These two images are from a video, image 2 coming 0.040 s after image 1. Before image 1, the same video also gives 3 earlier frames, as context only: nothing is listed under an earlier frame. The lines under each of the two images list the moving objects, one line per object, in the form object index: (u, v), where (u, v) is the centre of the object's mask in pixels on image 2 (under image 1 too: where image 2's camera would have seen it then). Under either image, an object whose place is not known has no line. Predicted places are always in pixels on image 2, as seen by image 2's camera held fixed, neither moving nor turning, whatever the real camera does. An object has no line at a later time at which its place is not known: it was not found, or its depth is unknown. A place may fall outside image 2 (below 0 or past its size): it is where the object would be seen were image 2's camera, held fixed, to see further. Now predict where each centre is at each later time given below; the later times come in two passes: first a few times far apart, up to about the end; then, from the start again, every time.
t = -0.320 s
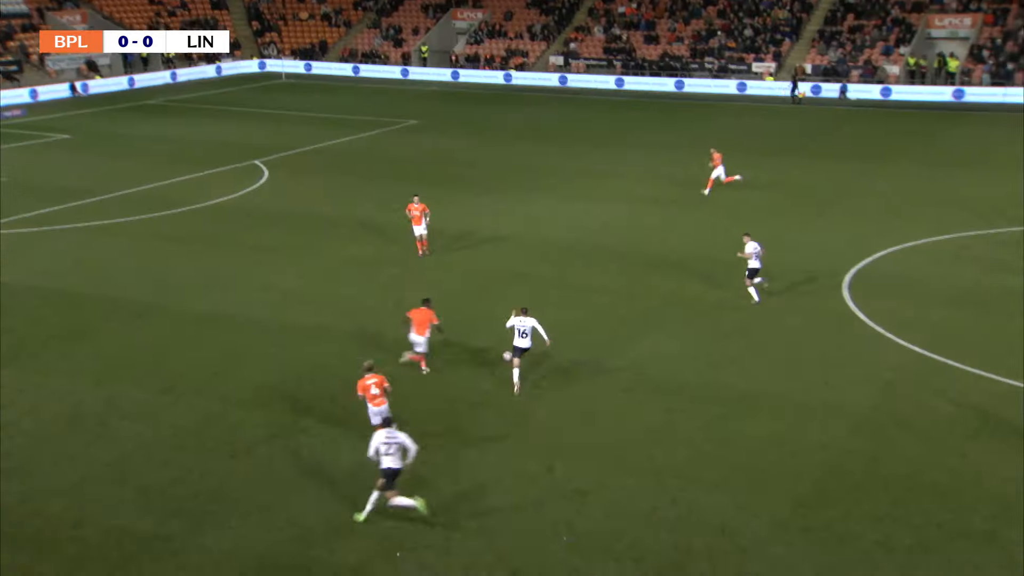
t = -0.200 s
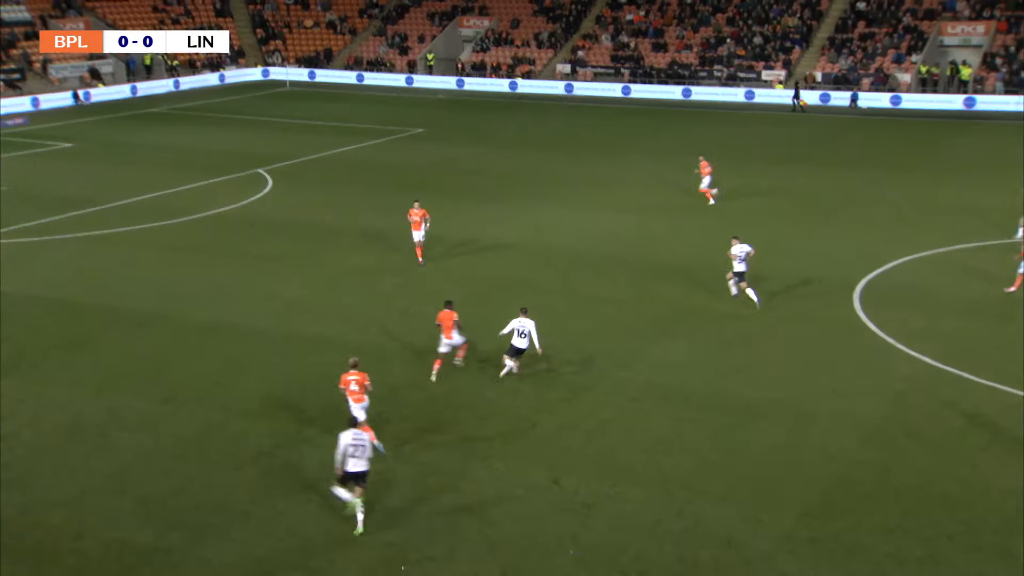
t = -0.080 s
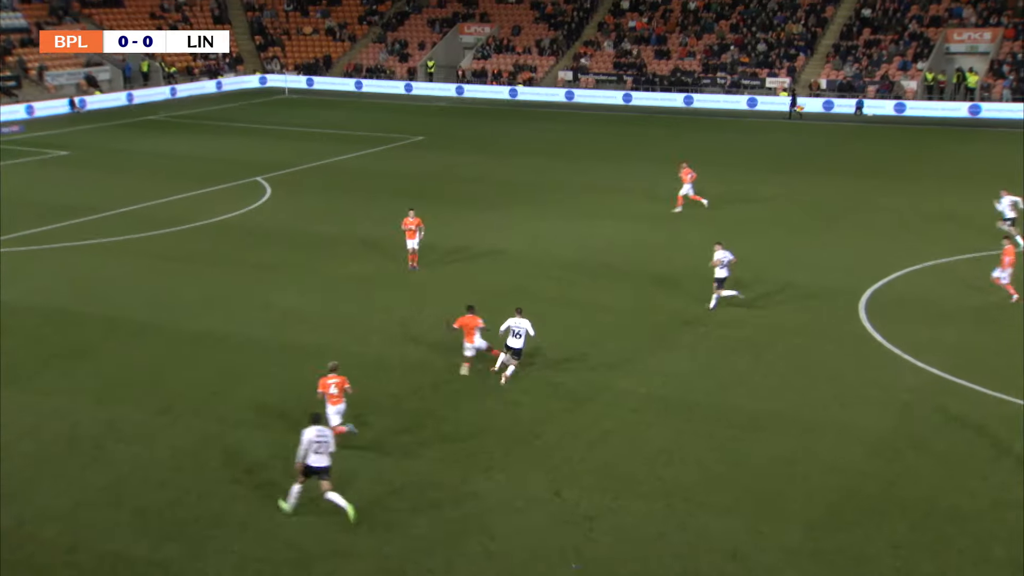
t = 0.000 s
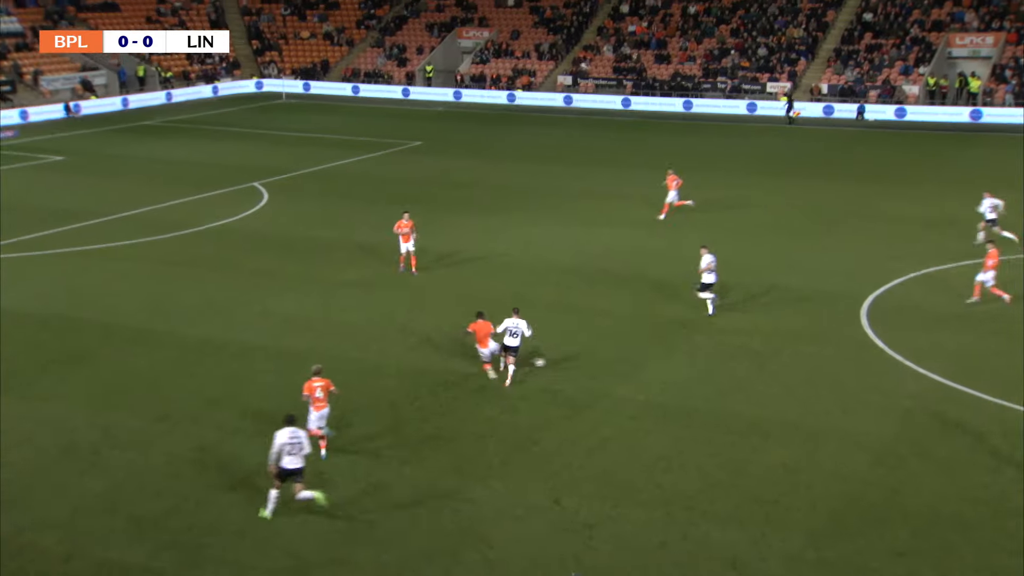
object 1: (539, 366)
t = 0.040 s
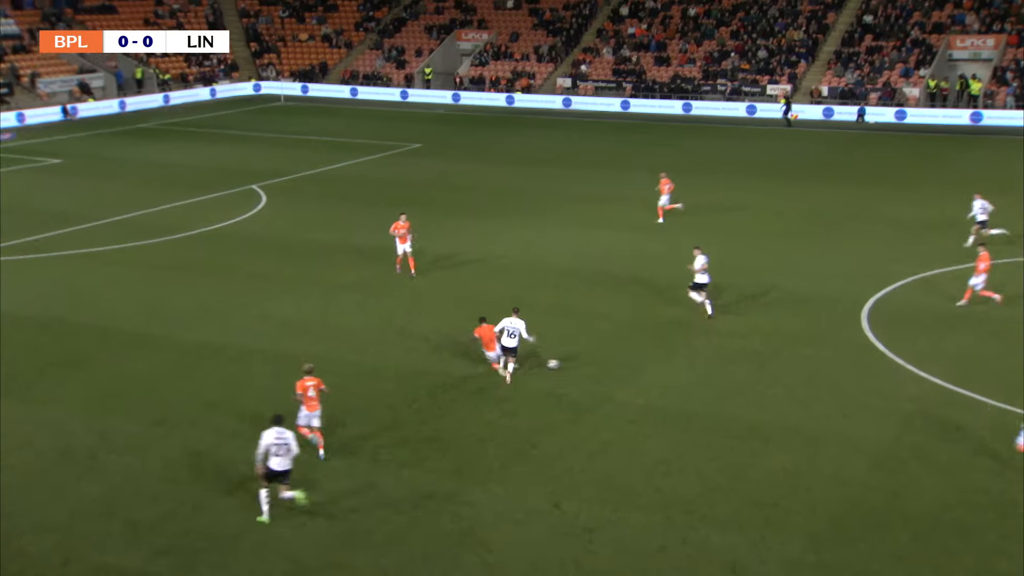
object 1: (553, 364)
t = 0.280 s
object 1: (631, 358)
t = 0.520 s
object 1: (696, 352)
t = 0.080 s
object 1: (567, 363)
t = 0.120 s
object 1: (580, 362)
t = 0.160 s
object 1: (594, 363)
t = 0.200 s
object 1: (607, 361)
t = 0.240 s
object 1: (619, 359)
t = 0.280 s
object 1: (631, 358)
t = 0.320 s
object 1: (643, 357)
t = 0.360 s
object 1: (655, 357)
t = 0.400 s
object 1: (666, 357)
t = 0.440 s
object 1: (677, 355)
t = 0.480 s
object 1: (686, 354)
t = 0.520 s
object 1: (696, 352)
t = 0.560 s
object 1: (706, 352)
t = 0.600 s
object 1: (715, 352)
